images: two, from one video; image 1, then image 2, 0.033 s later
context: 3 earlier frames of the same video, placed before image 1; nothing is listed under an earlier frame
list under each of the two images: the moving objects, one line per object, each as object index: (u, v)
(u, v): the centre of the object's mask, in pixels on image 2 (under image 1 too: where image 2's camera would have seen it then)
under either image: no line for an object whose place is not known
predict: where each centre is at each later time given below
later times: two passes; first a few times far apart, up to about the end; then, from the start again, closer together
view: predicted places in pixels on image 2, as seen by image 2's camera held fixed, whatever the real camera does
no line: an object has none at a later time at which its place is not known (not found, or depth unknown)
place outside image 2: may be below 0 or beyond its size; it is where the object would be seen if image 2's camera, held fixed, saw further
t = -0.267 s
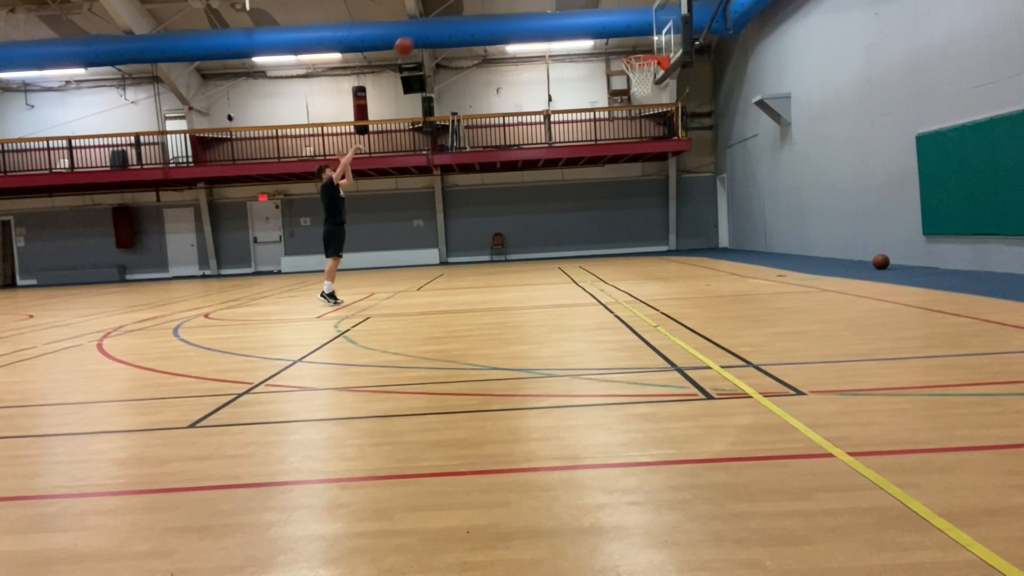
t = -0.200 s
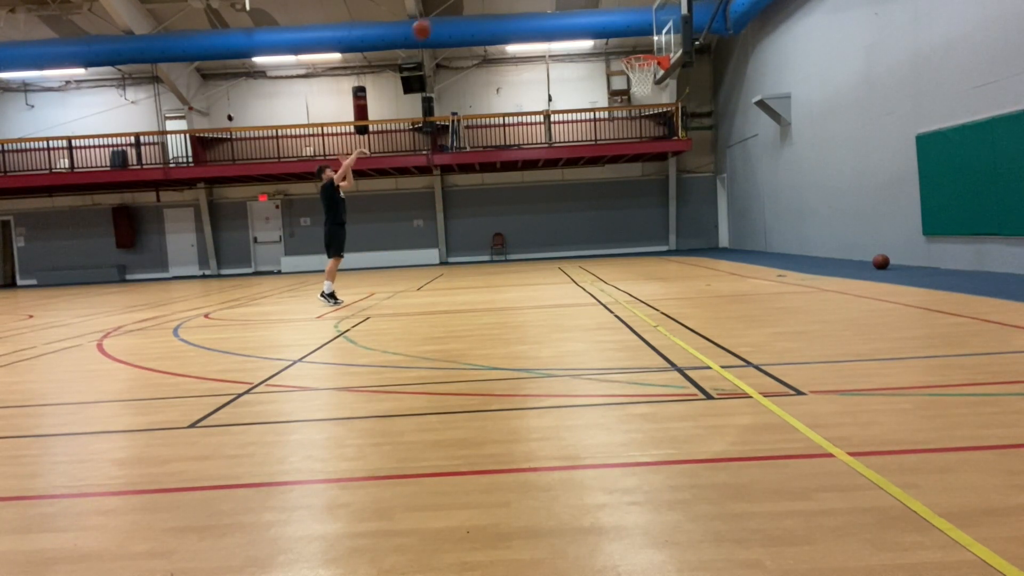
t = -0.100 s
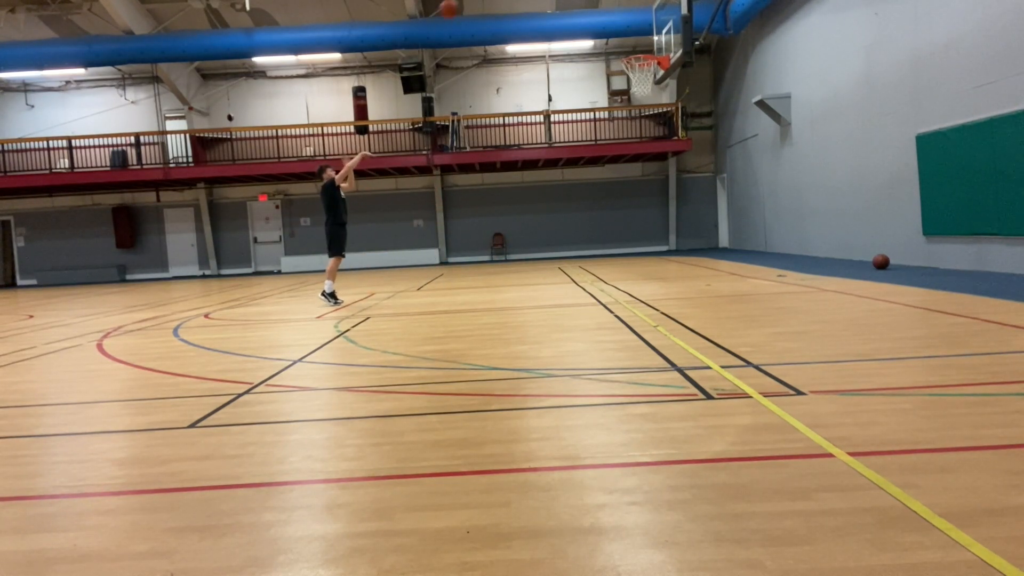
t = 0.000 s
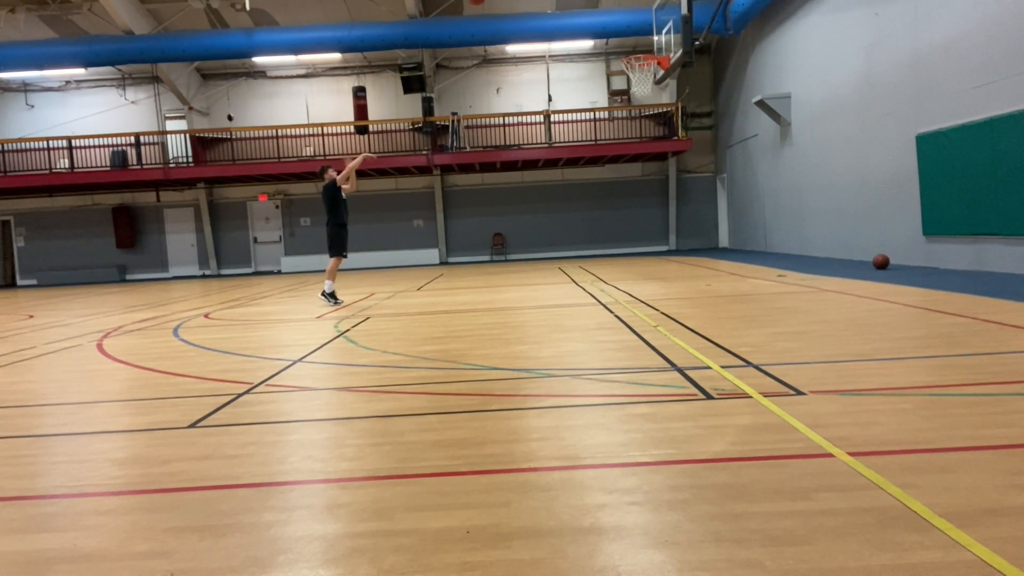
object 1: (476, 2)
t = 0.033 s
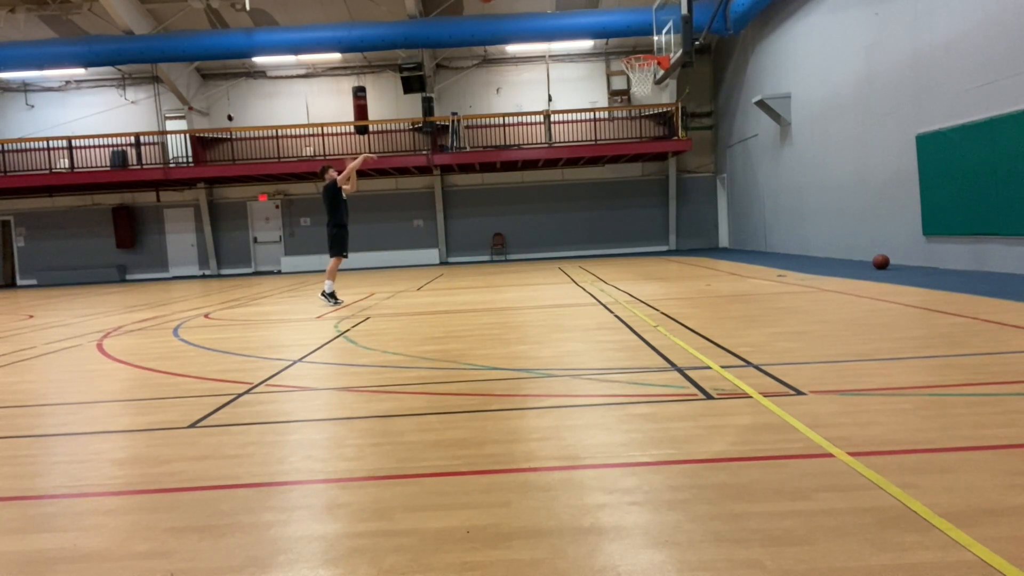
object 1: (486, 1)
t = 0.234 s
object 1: (542, 2)
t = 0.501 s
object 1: (618, 40)
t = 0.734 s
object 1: (661, 89)
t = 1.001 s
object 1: (686, 151)
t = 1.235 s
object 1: (710, 245)
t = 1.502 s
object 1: (708, 211)
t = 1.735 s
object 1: (698, 169)
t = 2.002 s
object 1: (689, 171)
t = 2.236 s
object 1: (682, 217)
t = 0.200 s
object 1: (533, 1)
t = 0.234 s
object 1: (542, 2)
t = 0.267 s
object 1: (552, 3)
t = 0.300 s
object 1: (561, 5)
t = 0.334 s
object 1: (571, 7)
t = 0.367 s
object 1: (580, 11)
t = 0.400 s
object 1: (589, 17)
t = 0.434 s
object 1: (599, 25)
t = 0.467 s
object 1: (608, 32)
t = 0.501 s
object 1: (618, 40)
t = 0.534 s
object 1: (627, 49)
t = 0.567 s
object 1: (635, 57)
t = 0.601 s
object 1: (645, 68)
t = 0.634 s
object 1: (653, 79)
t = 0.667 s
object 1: (656, 82)
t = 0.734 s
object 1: (661, 89)
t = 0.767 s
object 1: (664, 93)
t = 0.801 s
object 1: (668, 99)
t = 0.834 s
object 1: (671, 107)
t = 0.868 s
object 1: (674, 114)
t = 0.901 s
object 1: (676, 121)
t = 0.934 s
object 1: (680, 130)
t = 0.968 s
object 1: (683, 141)
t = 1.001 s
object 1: (686, 151)
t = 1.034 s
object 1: (689, 162)
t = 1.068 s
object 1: (693, 174)
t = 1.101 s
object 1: (696, 187)
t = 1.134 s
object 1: (700, 200)
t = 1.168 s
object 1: (703, 214)
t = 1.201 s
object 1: (707, 230)
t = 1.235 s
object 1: (710, 245)
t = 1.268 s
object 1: (714, 261)
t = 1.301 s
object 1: (718, 277)
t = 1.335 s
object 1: (716, 265)
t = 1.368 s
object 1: (714, 253)
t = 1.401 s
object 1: (713, 242)
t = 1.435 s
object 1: (711, 231)
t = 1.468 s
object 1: (710, 221)
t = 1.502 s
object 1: (708, 211)
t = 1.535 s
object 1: (707, 203)
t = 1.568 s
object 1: (706, 195)
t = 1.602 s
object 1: (704, 188)
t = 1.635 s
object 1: (703, 182)
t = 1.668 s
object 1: (701, 177)
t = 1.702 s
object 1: (700, 173)
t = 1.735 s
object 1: (698, 169)
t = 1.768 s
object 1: (697, 166)
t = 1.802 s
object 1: (696, 164)
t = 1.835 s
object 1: (695, 164)
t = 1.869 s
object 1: (694, 163)
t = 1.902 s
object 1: (692, 164)
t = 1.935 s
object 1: (691, 165)
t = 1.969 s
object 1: (690, 167)
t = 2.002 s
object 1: (689, 171)
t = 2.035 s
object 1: (687, 175)
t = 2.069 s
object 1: (686, 180)
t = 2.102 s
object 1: (685, 185)
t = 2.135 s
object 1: (684, 192)
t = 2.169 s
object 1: (683, 199)
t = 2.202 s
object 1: (683, 208)
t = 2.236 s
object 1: (682, 217)
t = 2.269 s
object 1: (681, 226)
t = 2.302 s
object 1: (680, 237)
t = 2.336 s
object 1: (679, 248)
